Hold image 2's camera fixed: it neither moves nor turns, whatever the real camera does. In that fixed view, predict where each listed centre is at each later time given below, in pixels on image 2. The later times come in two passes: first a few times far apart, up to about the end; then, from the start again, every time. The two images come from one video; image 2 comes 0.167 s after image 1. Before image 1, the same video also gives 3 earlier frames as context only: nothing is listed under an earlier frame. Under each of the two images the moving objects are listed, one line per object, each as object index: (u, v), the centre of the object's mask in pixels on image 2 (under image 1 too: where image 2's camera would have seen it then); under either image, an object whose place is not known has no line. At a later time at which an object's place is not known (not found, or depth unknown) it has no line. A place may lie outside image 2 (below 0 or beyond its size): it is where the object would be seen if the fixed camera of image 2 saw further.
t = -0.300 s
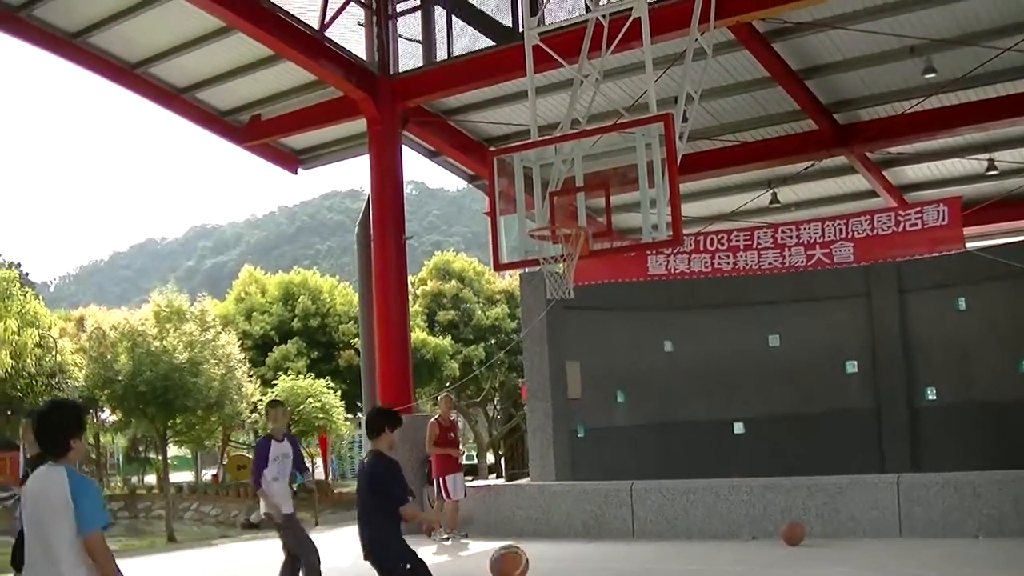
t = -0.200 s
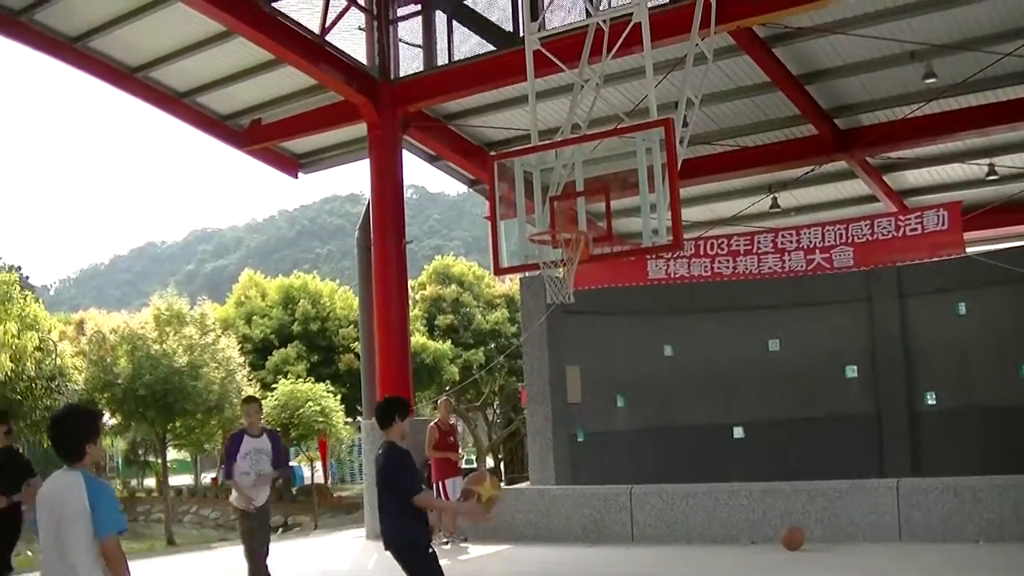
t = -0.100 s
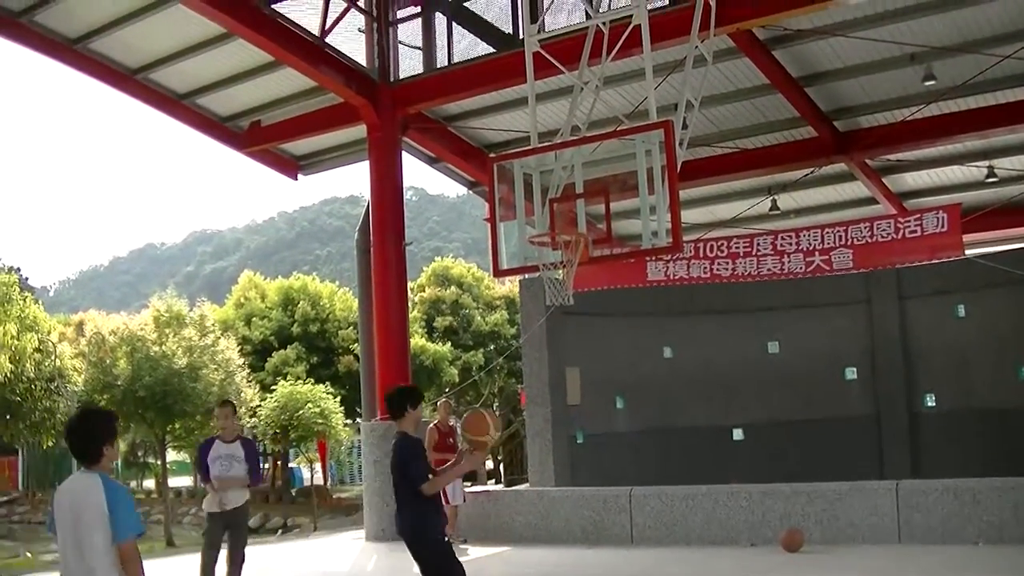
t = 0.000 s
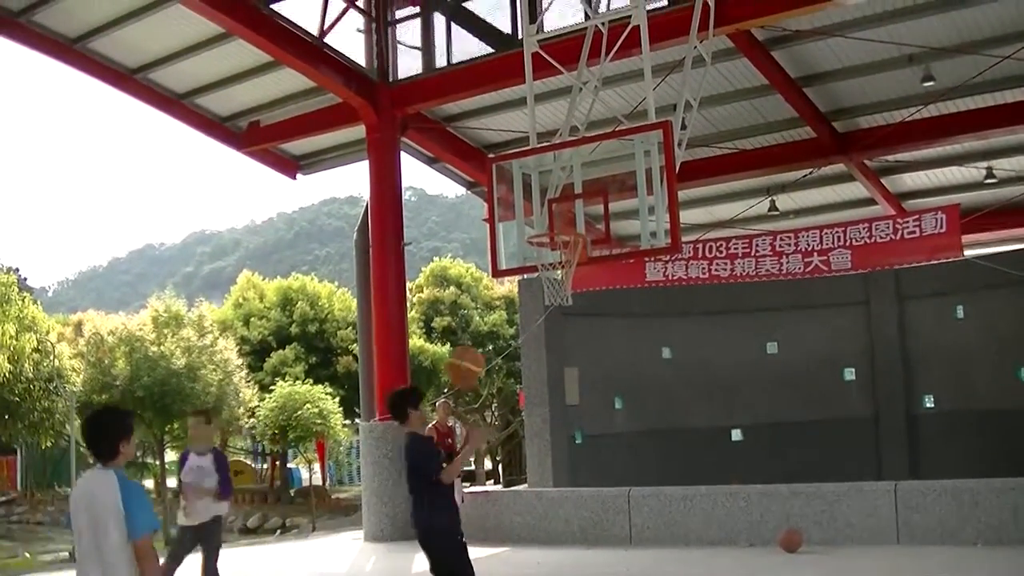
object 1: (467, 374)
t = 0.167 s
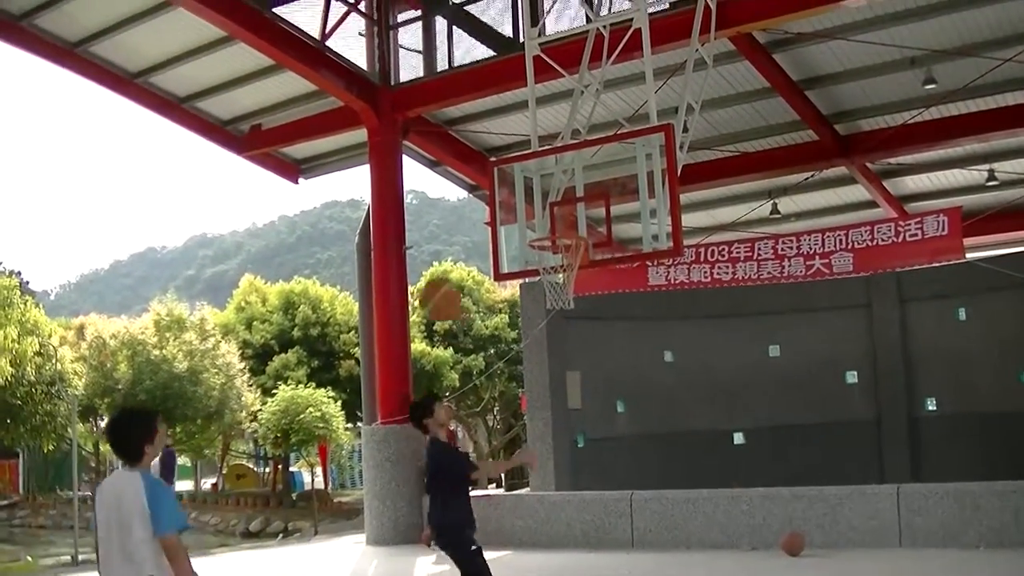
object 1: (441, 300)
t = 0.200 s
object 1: (437, 290)
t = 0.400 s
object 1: (405, 275)
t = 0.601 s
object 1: (376, 338)
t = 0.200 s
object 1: (437, 290)
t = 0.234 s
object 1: (431, 284)
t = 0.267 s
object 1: (426, 277)
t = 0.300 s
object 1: (421, 274)
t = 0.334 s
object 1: (416, 272)
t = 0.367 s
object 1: (410, 273)
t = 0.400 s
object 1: (405, 275)
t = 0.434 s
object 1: (401, 279)
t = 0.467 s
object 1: (395, 286)
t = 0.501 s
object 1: (391, 295)
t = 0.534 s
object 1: (386, 307)
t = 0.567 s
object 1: (381, 321)
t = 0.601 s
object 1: (376, 338)
